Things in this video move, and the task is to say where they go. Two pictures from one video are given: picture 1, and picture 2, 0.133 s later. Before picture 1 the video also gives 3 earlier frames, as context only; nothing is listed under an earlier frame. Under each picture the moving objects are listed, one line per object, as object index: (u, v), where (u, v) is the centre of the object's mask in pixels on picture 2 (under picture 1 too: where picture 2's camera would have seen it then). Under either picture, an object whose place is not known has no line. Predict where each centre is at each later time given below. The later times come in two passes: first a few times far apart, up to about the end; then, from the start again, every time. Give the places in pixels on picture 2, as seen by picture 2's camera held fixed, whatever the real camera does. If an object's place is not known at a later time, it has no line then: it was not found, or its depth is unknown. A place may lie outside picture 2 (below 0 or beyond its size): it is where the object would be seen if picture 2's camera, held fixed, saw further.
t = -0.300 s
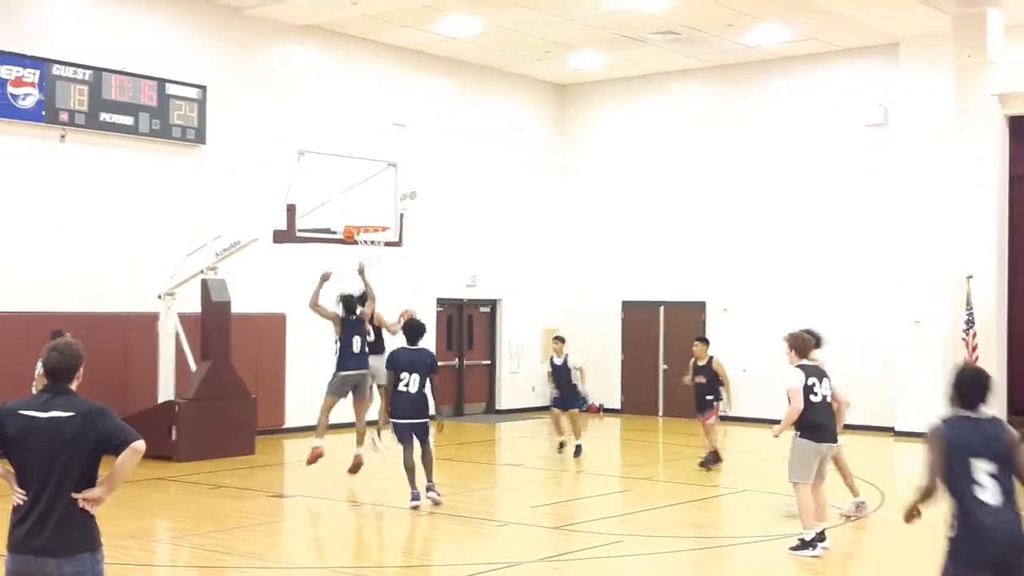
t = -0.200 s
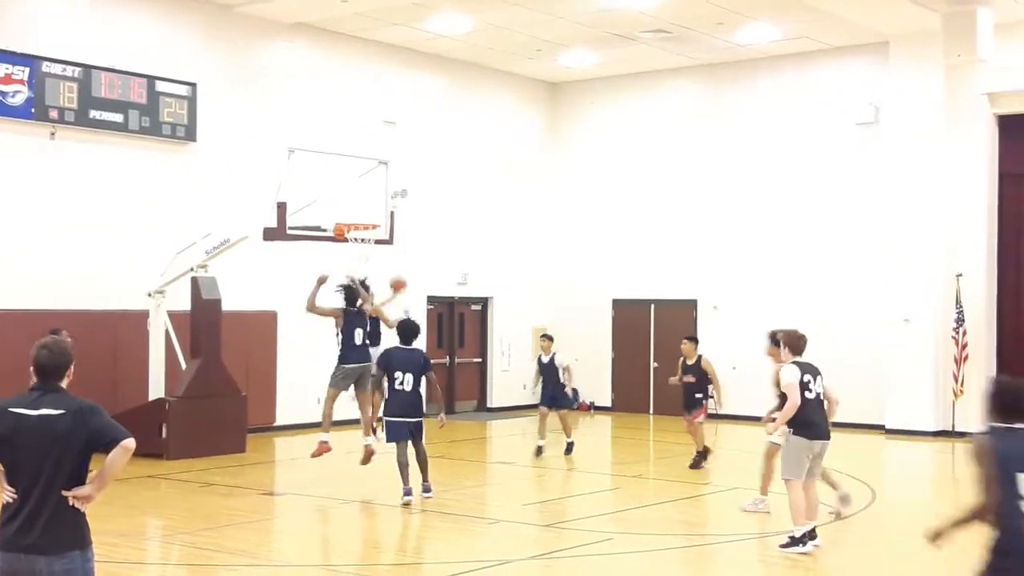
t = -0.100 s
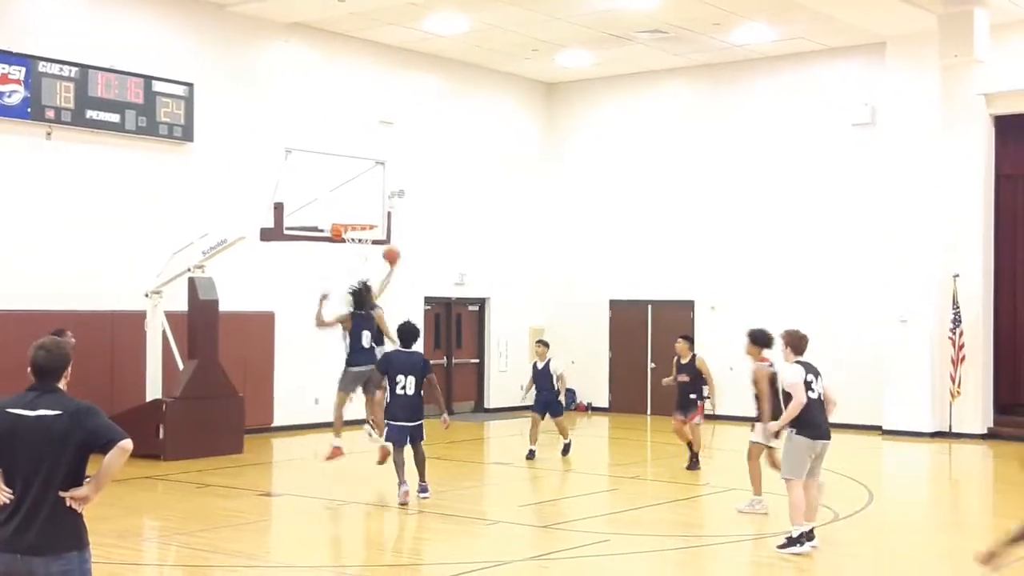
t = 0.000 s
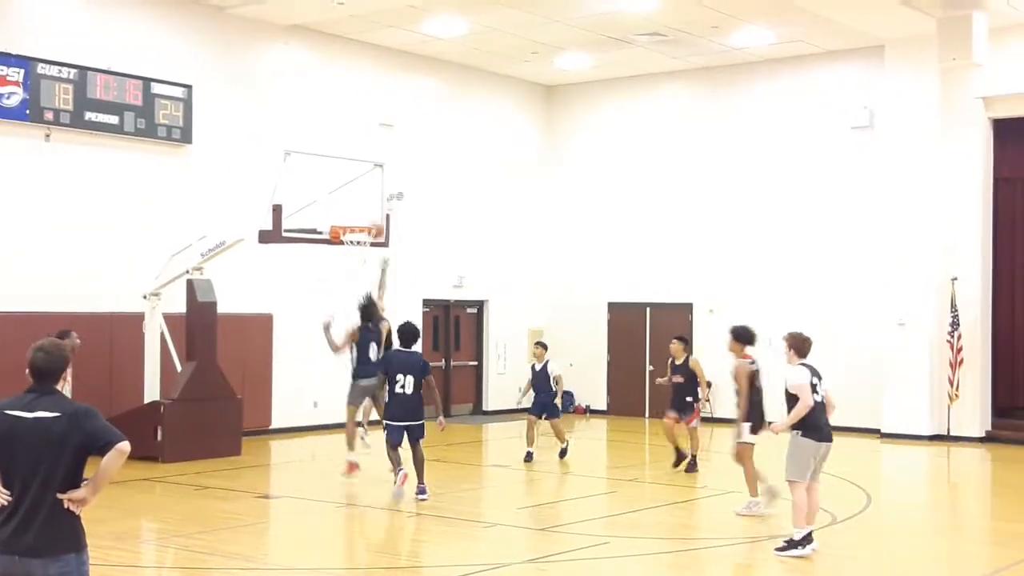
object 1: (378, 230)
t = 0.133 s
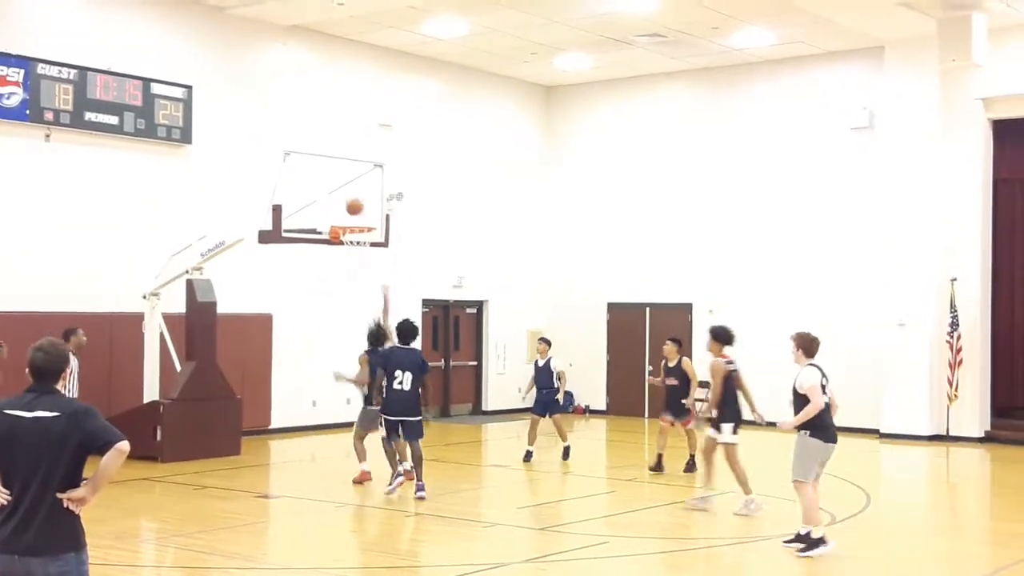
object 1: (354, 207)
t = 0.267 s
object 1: (339, 196)
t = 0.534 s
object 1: (321, 215)
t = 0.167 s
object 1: (349, 202)
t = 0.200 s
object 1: (344, 199)
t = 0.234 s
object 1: (342, 197)
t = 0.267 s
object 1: (339, 196)
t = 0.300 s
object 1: (338, 195)
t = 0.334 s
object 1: (335, 195)
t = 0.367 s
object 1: (333, 196)
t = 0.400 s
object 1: (330, 197)
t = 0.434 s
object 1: (328, 200)
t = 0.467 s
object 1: (326, 204)
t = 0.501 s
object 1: (323, 209)
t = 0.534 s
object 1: (321, 215)
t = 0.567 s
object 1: (318, 221)
